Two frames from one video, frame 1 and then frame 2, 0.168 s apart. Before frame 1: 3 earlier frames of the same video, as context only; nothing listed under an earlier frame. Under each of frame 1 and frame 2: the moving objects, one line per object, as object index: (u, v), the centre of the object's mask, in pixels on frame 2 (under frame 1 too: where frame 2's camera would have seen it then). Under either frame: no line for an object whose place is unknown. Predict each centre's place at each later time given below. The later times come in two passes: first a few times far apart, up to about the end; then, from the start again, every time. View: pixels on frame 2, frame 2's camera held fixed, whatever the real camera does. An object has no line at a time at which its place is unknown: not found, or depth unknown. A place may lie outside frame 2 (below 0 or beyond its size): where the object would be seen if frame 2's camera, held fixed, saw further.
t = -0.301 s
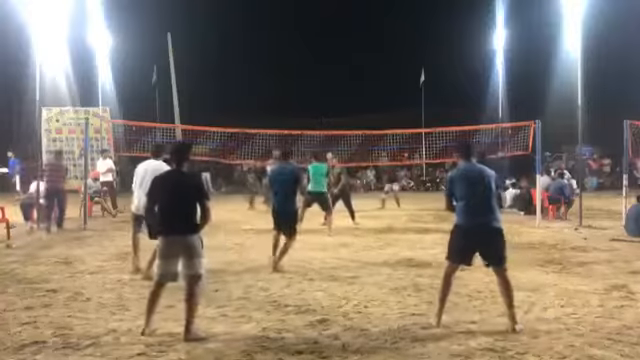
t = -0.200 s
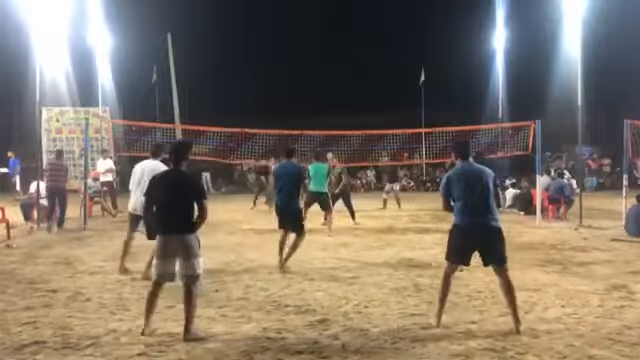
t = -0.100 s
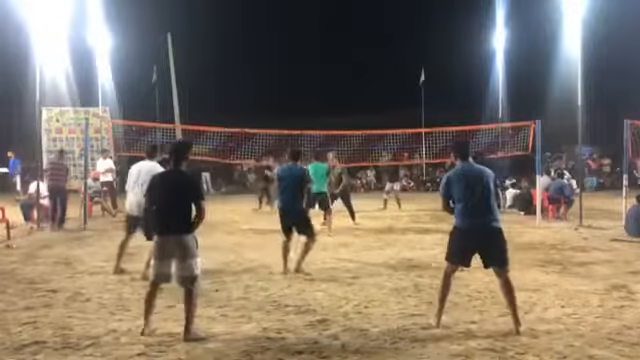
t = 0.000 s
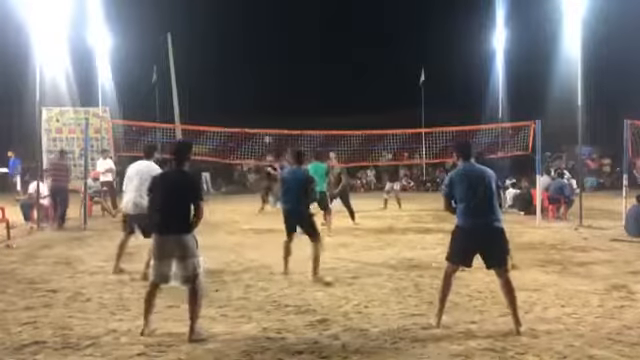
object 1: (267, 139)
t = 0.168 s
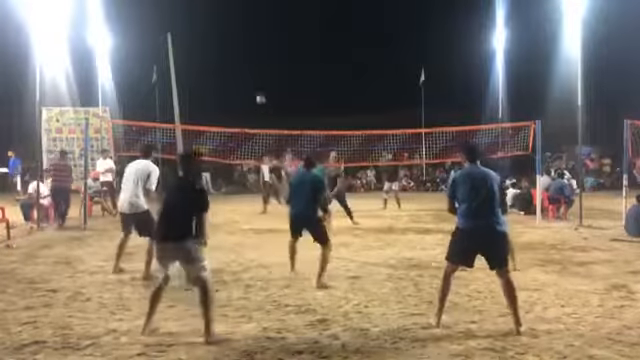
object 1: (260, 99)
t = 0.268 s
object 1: (252, 75)
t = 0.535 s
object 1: (228, 28)
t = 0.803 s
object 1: (186, 9)
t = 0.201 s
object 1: (258, 91)
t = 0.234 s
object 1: (255, 83)
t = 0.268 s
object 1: (252, 75)
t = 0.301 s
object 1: (250, 69)
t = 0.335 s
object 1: (248, 63)
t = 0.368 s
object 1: (245, 55)
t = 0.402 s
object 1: (241, 49)
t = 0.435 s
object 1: (238, 43)
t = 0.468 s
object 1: (235, 38)
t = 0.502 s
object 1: (231, 33)
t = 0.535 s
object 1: (228, 28)
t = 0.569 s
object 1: (223, 23)
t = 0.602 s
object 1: (218, 19)
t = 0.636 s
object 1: (214, 17)
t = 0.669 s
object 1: (209, 13)
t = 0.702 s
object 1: (204, 11)
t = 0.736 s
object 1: (198, 9)
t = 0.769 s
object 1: (192, 9)
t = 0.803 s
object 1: (186, 9)
